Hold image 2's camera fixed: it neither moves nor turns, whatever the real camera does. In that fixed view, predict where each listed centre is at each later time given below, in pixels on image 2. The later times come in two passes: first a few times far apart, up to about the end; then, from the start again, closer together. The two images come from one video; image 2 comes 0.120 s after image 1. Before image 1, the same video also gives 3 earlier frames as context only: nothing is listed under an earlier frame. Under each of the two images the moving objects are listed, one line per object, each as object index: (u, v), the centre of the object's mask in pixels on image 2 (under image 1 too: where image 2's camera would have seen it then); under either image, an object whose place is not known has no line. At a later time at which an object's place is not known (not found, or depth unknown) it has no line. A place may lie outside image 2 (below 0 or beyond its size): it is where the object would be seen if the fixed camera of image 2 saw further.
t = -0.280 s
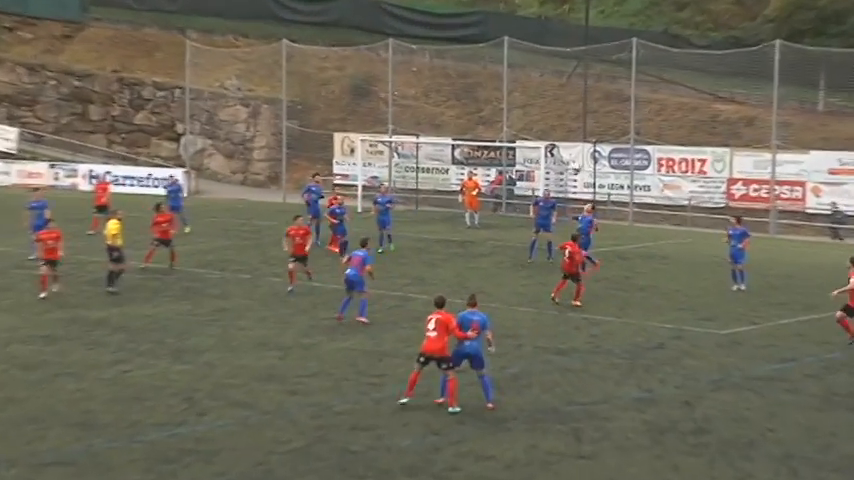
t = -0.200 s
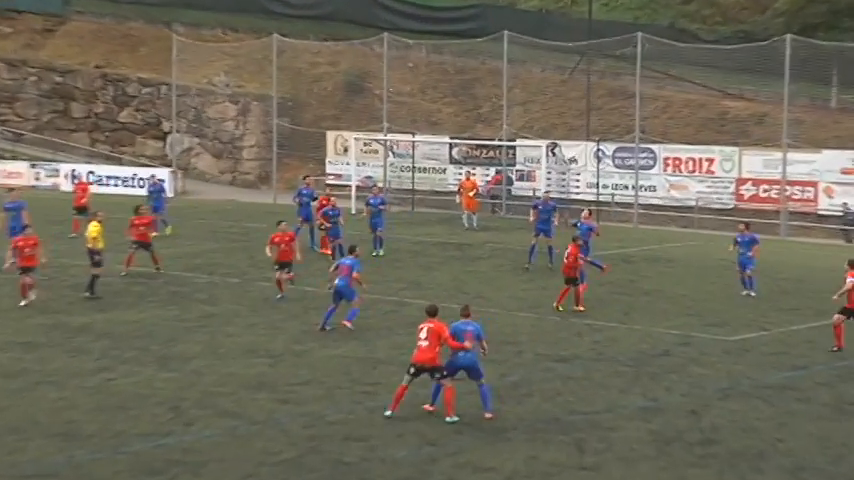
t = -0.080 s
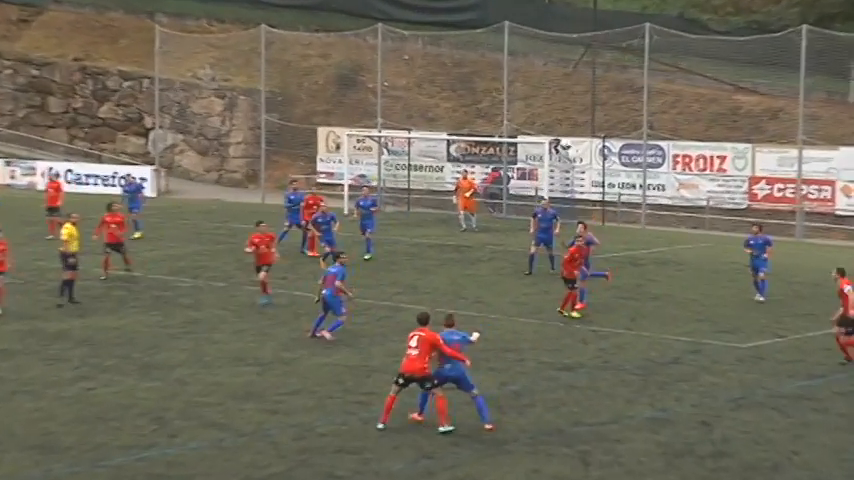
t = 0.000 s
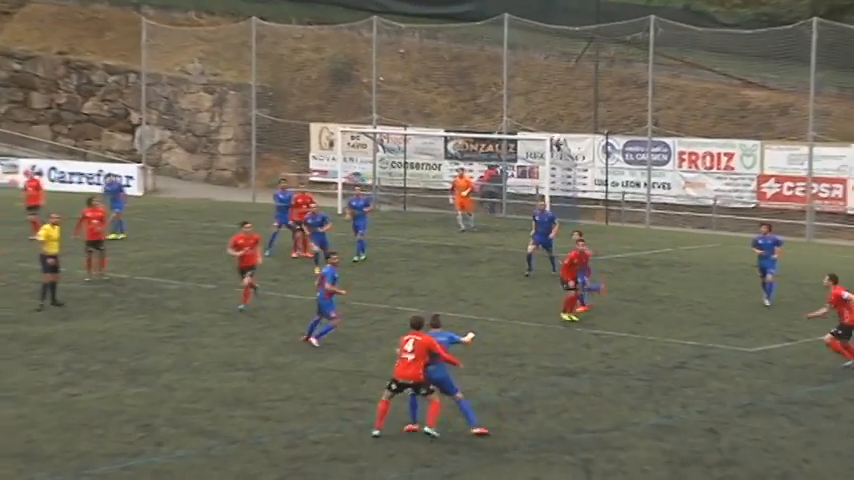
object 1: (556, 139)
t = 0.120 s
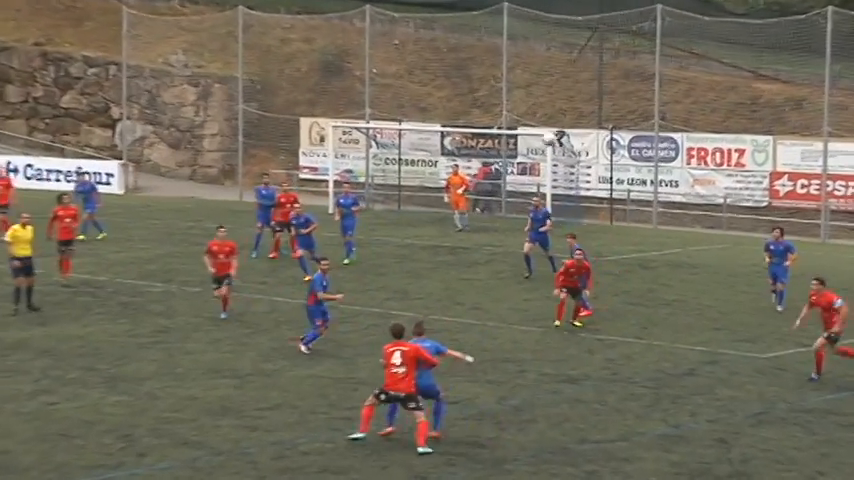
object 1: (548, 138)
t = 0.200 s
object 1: (540, 146)
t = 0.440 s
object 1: (511, 197)
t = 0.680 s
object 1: (482, 293)
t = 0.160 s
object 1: (545, 142)
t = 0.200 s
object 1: (540, 146)
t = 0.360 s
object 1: (518, 177)
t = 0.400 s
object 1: (514, 186)
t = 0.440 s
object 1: (511, 197)
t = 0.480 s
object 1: (505, 209)
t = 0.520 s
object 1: (501, 223)
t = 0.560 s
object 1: (495, 239)
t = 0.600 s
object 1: (491, 256)
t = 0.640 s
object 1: (486, 274)
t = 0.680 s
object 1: (482, 293)
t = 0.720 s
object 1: (477, 313)
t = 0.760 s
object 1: (473, 338)
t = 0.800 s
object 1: (469, 361)
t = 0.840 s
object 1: (465, 386)
